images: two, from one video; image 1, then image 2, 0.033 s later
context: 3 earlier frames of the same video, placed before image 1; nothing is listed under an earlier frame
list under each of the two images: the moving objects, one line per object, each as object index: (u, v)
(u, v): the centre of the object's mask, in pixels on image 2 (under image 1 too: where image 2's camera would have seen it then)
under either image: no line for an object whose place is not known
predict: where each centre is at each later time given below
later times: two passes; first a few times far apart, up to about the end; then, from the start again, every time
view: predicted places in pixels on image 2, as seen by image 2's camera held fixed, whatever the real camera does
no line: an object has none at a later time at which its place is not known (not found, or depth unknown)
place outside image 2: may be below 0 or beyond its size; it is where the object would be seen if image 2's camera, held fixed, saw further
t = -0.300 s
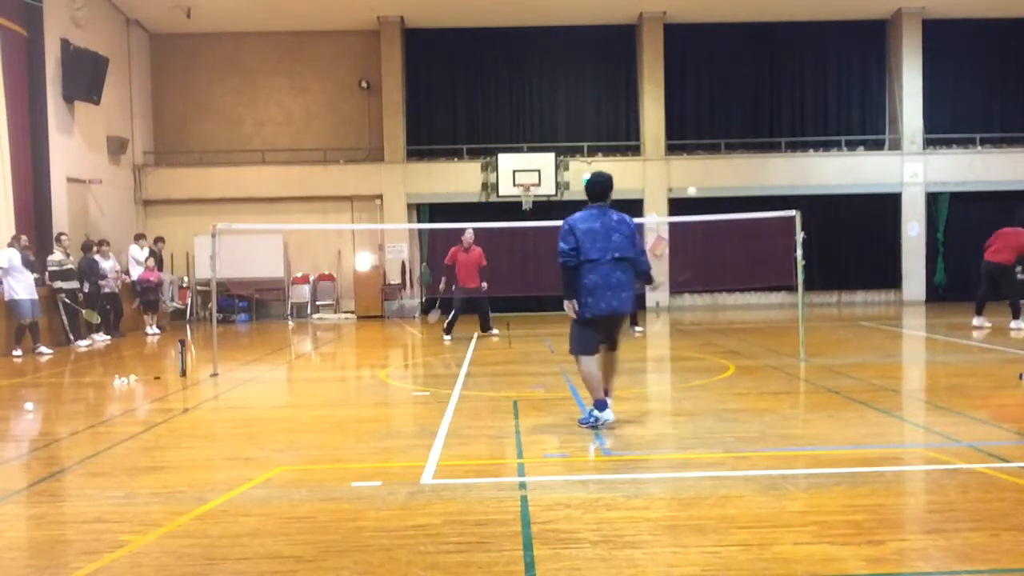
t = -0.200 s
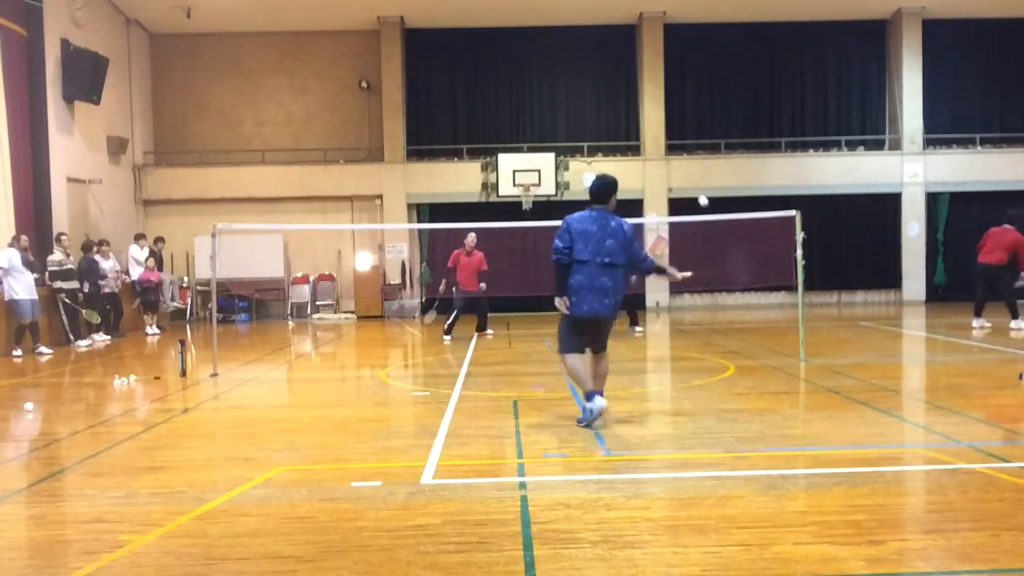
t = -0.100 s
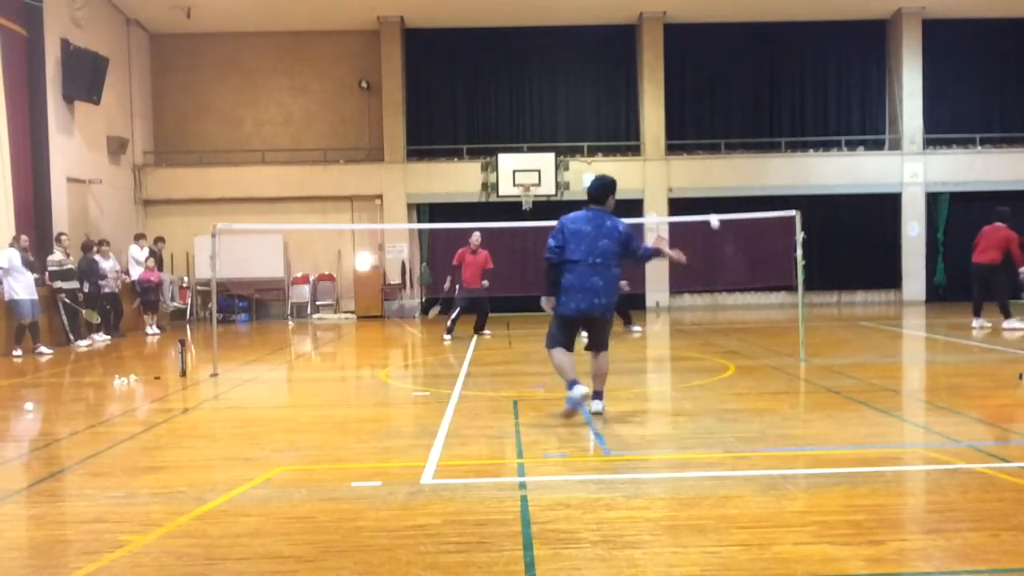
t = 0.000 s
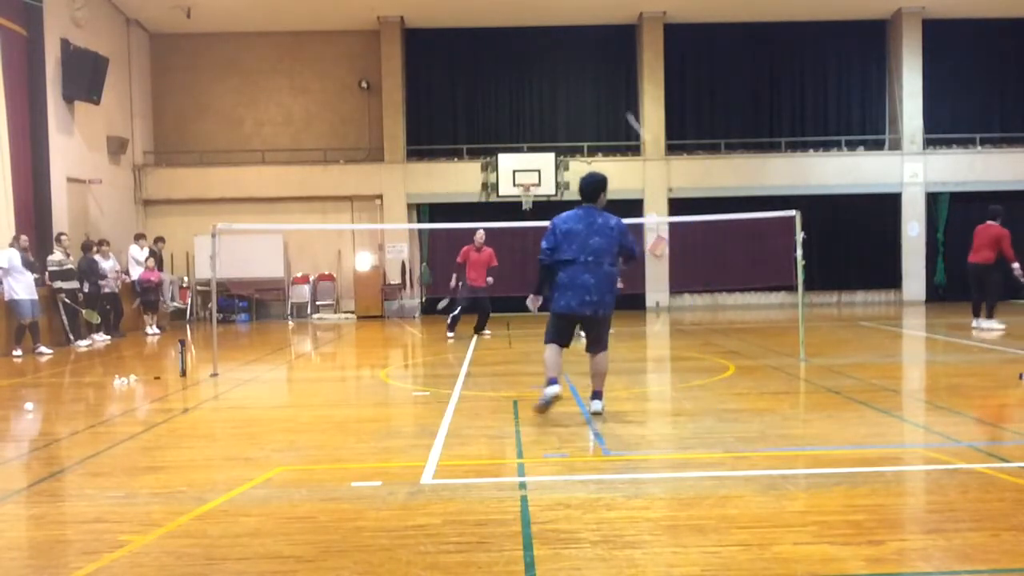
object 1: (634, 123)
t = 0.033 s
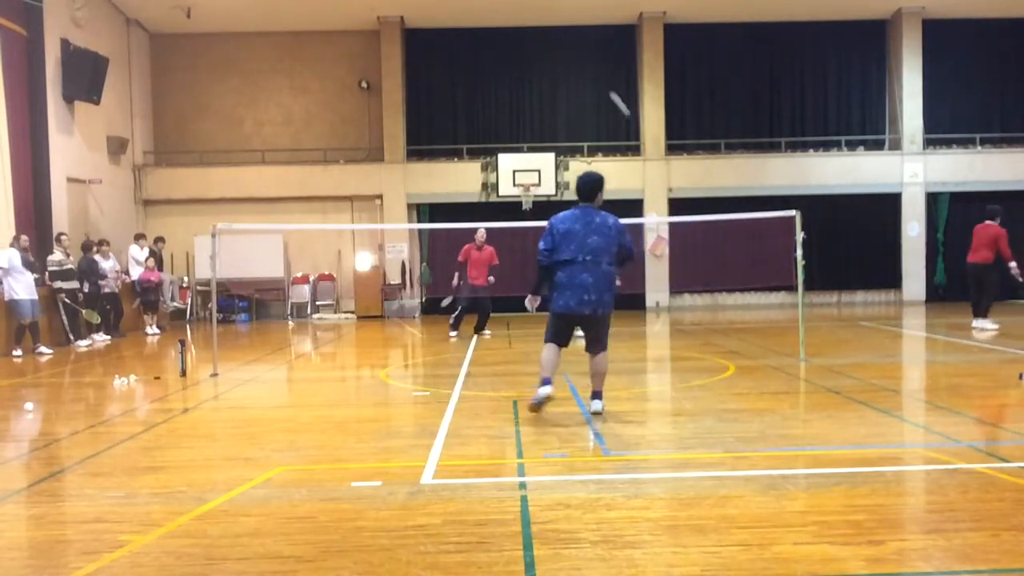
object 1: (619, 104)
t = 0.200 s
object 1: (565, 48)
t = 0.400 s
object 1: (535, 38)
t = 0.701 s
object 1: (513, 71)
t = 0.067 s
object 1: (604, 86)
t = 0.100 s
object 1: (591, 73)
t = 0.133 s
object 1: (581, 63)
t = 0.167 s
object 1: (573, 54)
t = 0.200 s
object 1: (565, 48)
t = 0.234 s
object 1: (558, 44)
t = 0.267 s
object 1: (553, 41)
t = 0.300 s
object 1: (547, 38)
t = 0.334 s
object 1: (543, 38)
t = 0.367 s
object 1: (539, 38)
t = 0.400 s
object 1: (535, 38)
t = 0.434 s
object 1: (532, 40)
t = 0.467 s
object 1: (528, 41)
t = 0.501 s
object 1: (525, 44)
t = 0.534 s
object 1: (523, 47)
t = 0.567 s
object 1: (521, 51)
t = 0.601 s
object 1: (518, 55)
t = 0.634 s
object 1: (516, 60)
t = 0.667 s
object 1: (514, 65)
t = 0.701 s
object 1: (513, 71)
